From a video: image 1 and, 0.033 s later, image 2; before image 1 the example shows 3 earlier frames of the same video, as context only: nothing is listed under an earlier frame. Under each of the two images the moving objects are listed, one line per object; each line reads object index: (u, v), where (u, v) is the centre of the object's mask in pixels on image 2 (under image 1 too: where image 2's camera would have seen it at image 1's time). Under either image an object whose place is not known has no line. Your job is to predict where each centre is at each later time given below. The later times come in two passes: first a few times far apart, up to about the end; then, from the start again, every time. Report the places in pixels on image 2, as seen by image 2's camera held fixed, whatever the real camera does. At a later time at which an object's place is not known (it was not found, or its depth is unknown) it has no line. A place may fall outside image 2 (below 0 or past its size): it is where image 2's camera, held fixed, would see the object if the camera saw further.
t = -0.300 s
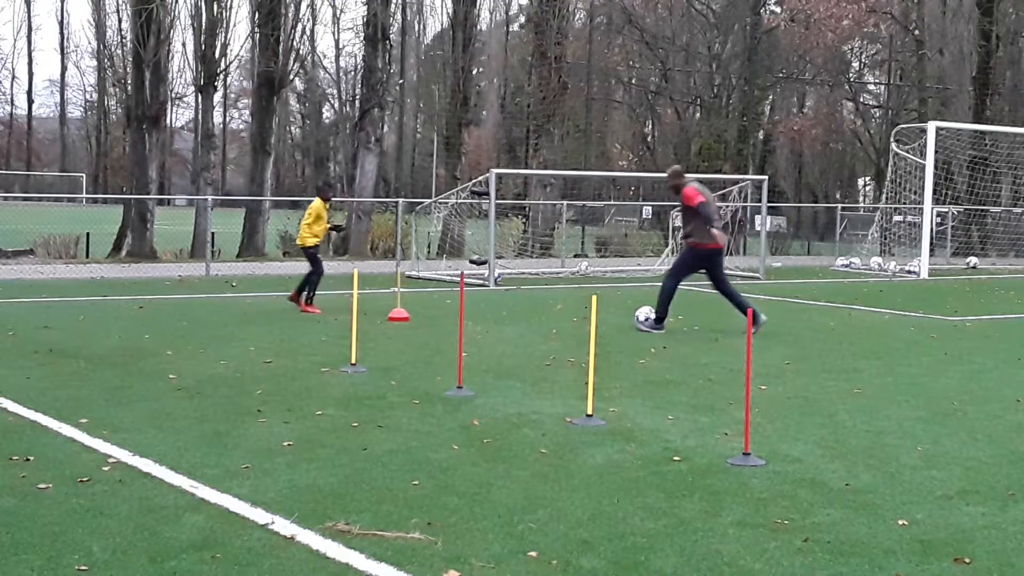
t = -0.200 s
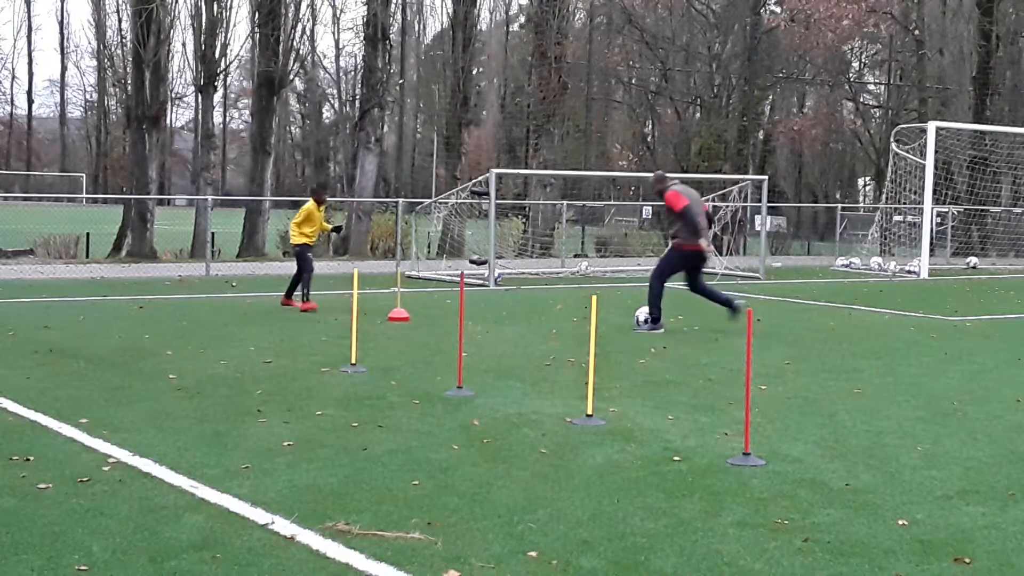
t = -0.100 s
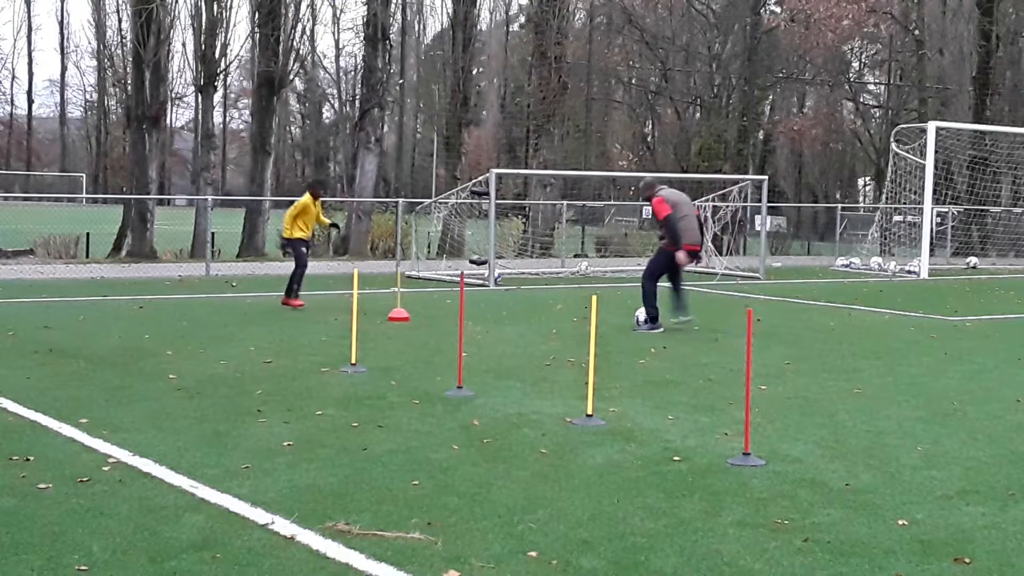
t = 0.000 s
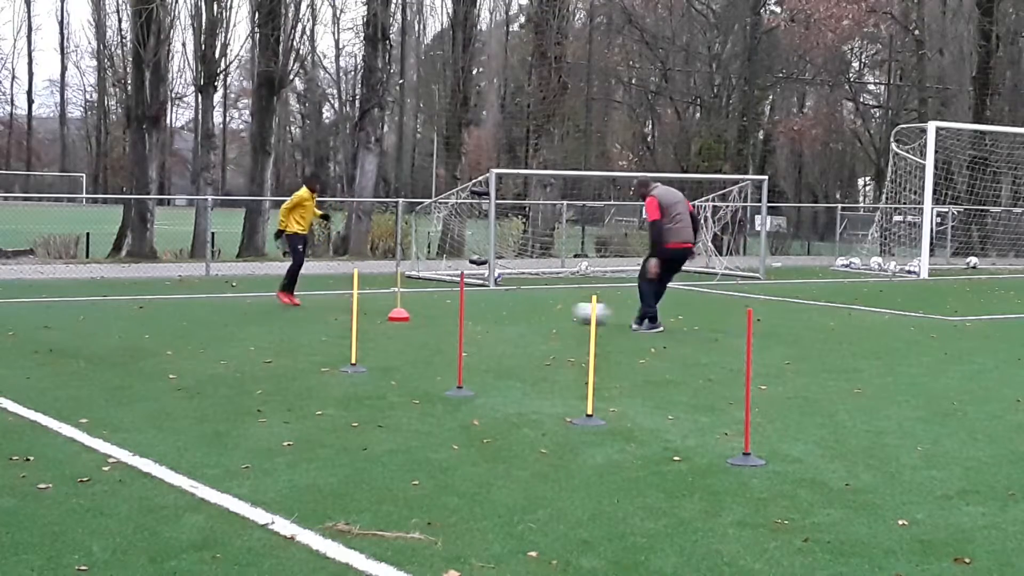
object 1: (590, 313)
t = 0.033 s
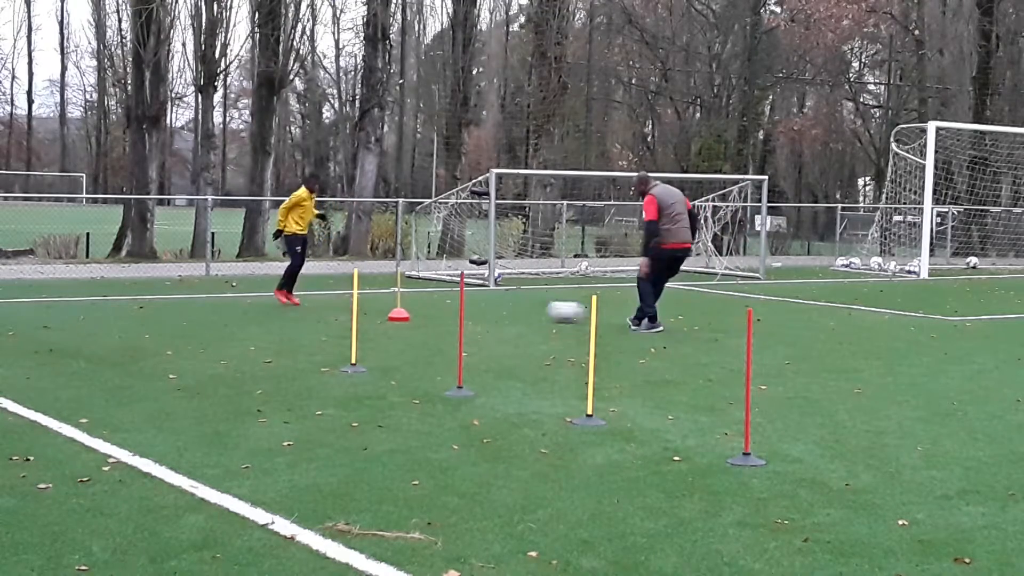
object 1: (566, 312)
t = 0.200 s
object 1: (447, 305)
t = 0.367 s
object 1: (353, 301)
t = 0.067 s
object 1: (540, 311)
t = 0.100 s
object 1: (516, 310)
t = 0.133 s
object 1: (493, 308)
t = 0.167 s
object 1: (475, 307)
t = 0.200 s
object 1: (447, 305)
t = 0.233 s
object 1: (429, 305)
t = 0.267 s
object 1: (413, 303)
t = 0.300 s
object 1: (390, 302)
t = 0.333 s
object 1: (372, 302)
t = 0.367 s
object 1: (353, 301)
